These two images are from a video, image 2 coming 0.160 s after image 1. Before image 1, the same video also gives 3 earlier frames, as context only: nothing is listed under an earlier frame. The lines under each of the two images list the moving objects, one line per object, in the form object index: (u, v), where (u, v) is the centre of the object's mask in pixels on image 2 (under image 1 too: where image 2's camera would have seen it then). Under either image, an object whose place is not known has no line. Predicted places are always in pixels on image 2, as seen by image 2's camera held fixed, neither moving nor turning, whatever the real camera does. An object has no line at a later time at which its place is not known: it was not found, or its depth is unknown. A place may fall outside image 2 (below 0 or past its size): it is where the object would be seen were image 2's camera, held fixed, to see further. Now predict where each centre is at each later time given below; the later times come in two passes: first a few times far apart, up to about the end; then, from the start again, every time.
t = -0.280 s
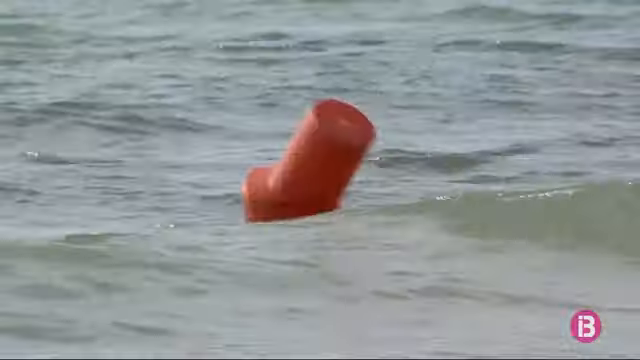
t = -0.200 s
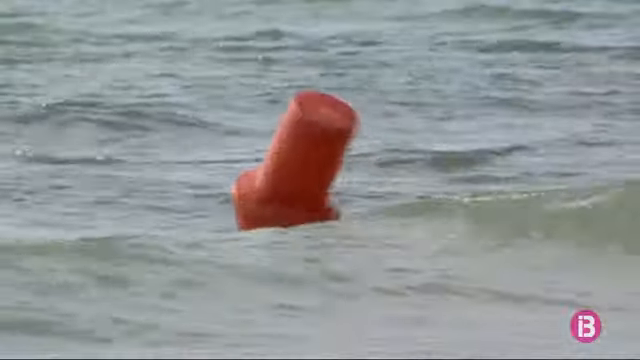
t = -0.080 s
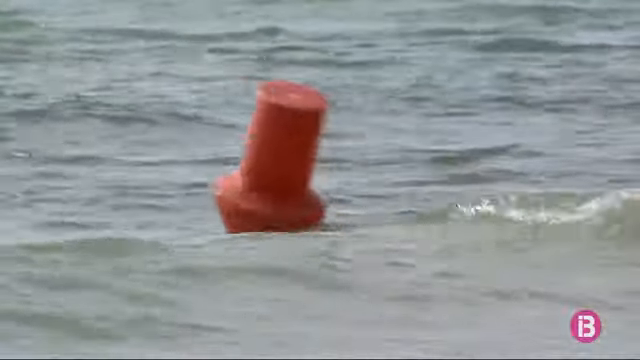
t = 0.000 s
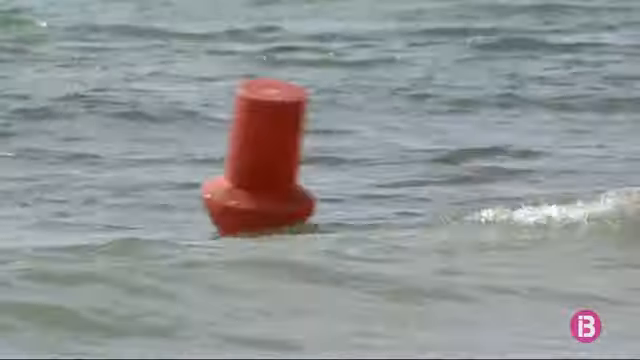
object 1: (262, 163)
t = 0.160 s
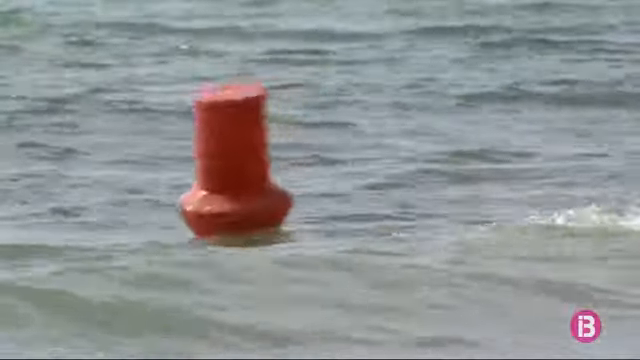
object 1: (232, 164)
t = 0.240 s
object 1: (219, 171)
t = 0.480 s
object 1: (177, 181)
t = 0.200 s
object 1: (225, 167)
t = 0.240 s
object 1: (219, 171)
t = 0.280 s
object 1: (212, 174)
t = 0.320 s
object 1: (204, 175)
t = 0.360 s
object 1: (198, 177)
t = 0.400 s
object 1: (191, 179)
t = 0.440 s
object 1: (184, 180)
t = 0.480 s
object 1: (177, 181)
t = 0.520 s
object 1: (171, 182)
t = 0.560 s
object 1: (169, 183)
